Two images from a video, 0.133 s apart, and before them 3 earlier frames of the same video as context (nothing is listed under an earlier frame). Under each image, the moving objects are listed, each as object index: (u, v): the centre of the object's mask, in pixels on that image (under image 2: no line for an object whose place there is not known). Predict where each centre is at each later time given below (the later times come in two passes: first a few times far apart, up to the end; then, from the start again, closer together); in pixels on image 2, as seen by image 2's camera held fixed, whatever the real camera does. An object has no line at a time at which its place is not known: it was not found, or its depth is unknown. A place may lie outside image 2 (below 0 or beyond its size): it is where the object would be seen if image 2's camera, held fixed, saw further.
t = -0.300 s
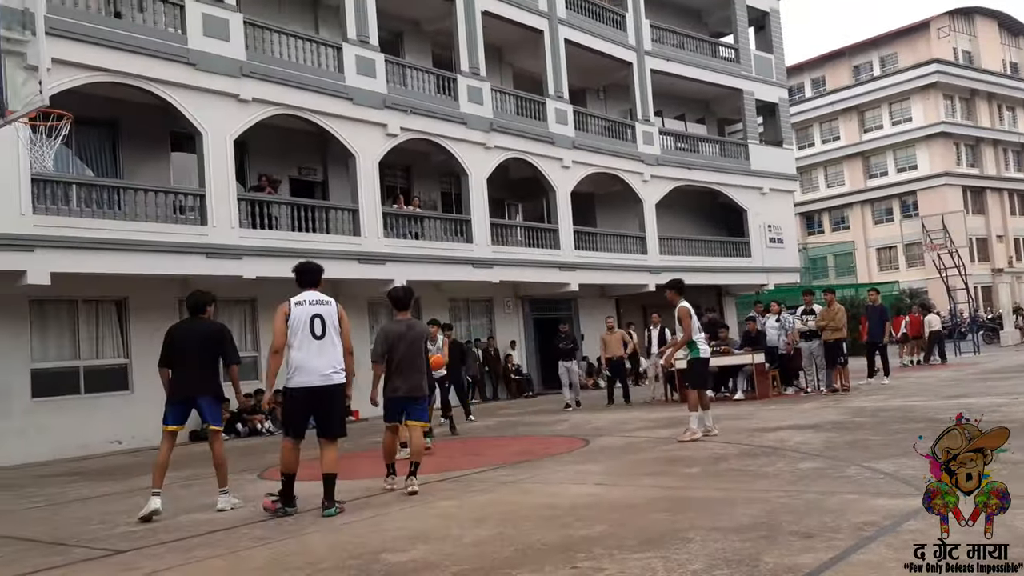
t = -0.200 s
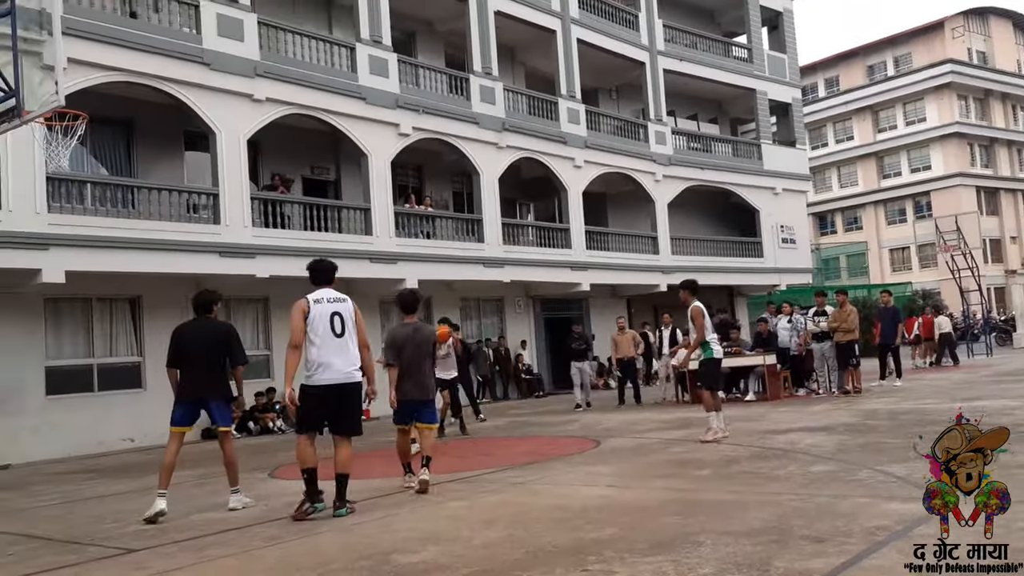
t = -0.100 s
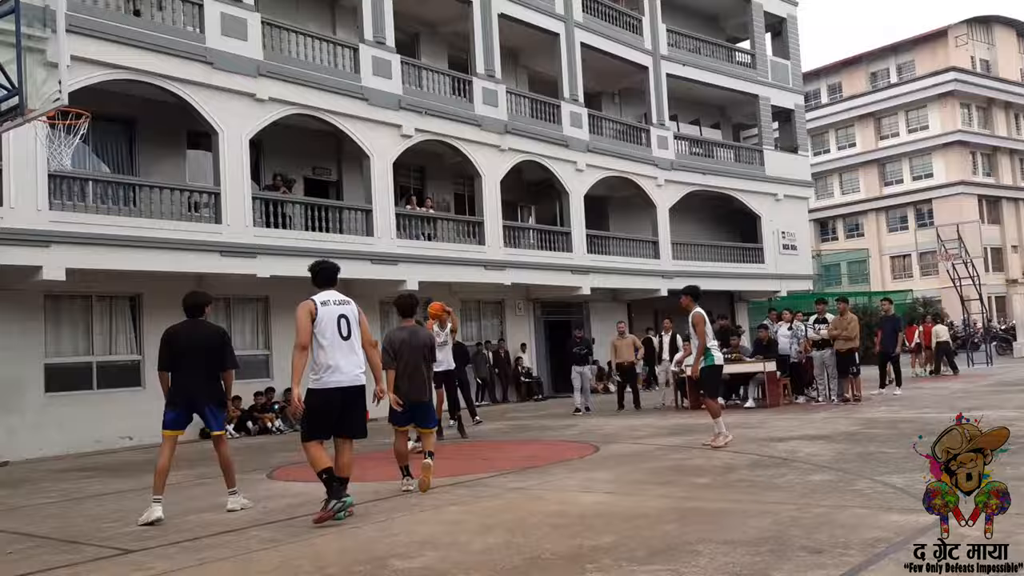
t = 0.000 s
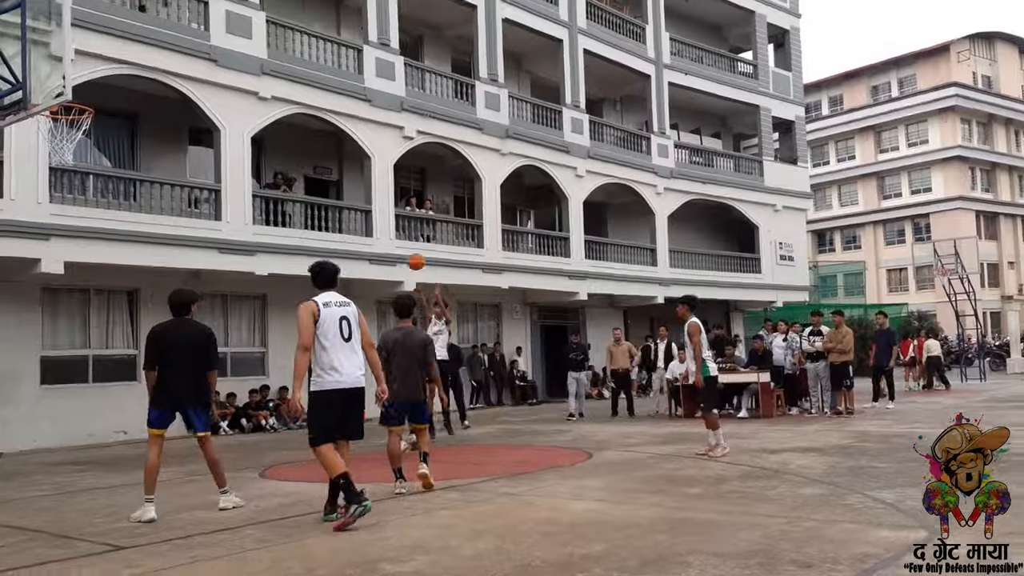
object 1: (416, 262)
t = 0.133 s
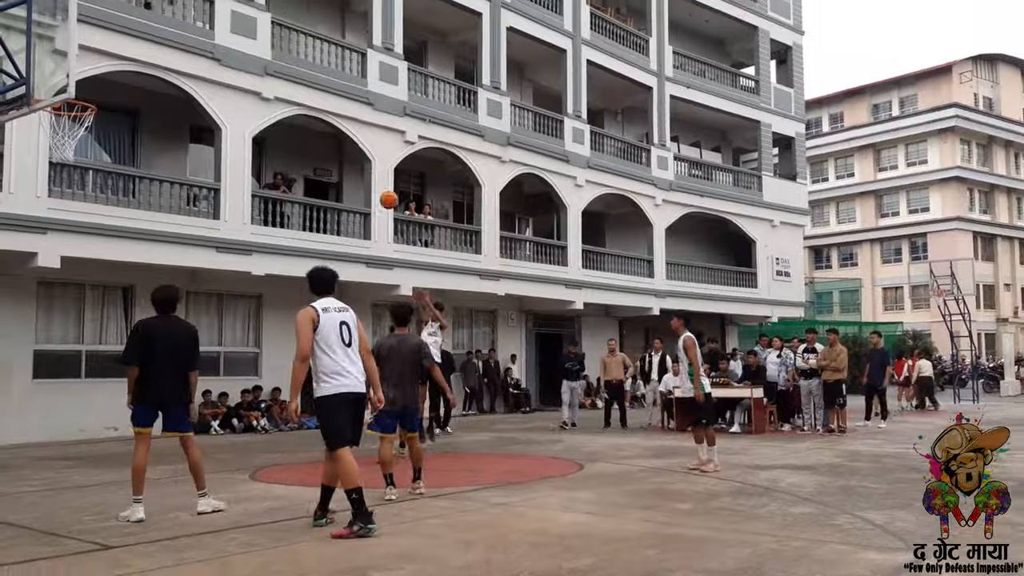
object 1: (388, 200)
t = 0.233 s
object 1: (368, 156)
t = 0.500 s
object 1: (309, 64)
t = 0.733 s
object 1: (248, 21)
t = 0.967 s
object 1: (175, 22)
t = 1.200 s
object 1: (87, 81)
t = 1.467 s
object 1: (-18, 167)
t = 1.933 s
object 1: (-180, 448)
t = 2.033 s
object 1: (-209, 459)
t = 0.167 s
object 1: (382, 185)
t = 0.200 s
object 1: (376, 170)
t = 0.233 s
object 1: (368, 156)
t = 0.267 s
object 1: (361, 142)
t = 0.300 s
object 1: (355, 129)
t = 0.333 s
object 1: (347, 117)
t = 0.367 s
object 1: (340, 105)
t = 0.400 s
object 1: (333, 94)
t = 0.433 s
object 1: (325, 83)
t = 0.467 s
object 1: (317, 73)
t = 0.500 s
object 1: (309, 64)
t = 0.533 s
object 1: (301, 56)
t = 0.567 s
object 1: (293, 48)
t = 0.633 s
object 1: (275, 35)
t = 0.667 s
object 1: (266, 29)
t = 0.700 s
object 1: (257, 25)
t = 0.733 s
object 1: (248, 21)
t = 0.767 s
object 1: (239, 18)
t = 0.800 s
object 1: (228, 16)
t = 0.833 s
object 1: (218, 16)
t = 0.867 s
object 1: (209, 16)
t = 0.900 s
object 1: (198, 17)
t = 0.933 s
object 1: (185, 19)
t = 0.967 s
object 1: (175, 22)
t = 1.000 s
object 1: (164, 26)
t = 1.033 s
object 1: (152, 31)
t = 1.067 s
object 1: (138, 37)
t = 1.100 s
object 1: (126, 47)
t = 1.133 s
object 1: (112, 56)
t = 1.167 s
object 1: (100, 68)
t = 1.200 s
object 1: (87, 81)
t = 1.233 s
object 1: (69, 90)
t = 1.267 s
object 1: (62, 111)
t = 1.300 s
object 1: (40, 120)
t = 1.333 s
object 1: (30, 127)
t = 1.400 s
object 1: (8, 144)
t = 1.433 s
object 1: (-6, 155)
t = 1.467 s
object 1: (-18, 167)
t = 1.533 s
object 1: (-42, 195)
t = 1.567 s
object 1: (-54, 210)
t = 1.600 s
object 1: (-66, 226)
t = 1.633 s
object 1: (-77, 245)
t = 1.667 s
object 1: (-90, 261)
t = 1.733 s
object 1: (-113, 302)
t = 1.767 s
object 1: (-126, 324)
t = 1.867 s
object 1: (-157, 395)
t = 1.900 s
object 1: (-168, 421)
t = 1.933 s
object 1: (-180, 448)
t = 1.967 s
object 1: (-190, 473)
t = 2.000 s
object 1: (-202, 480)
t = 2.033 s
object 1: (-209, 459)
